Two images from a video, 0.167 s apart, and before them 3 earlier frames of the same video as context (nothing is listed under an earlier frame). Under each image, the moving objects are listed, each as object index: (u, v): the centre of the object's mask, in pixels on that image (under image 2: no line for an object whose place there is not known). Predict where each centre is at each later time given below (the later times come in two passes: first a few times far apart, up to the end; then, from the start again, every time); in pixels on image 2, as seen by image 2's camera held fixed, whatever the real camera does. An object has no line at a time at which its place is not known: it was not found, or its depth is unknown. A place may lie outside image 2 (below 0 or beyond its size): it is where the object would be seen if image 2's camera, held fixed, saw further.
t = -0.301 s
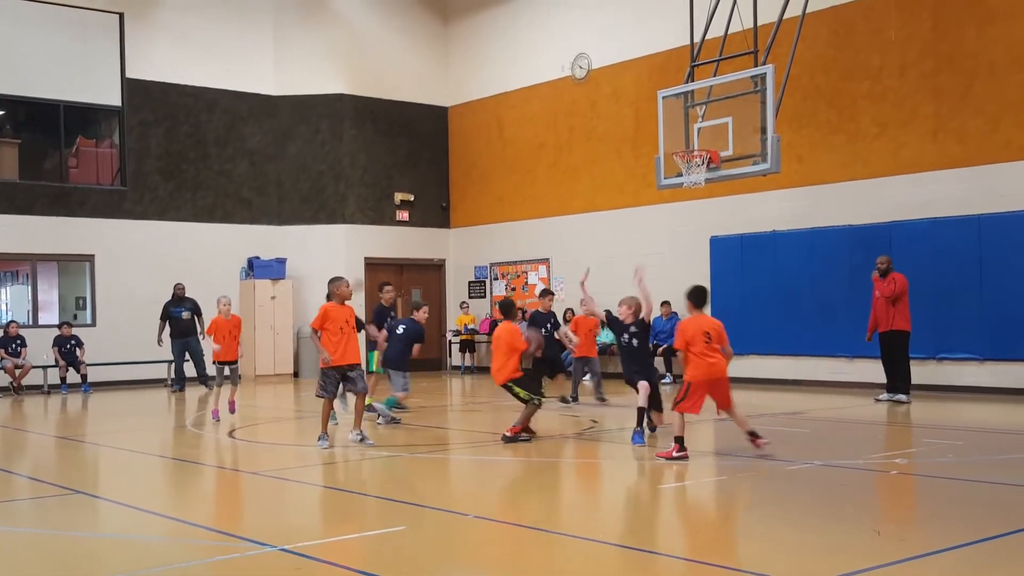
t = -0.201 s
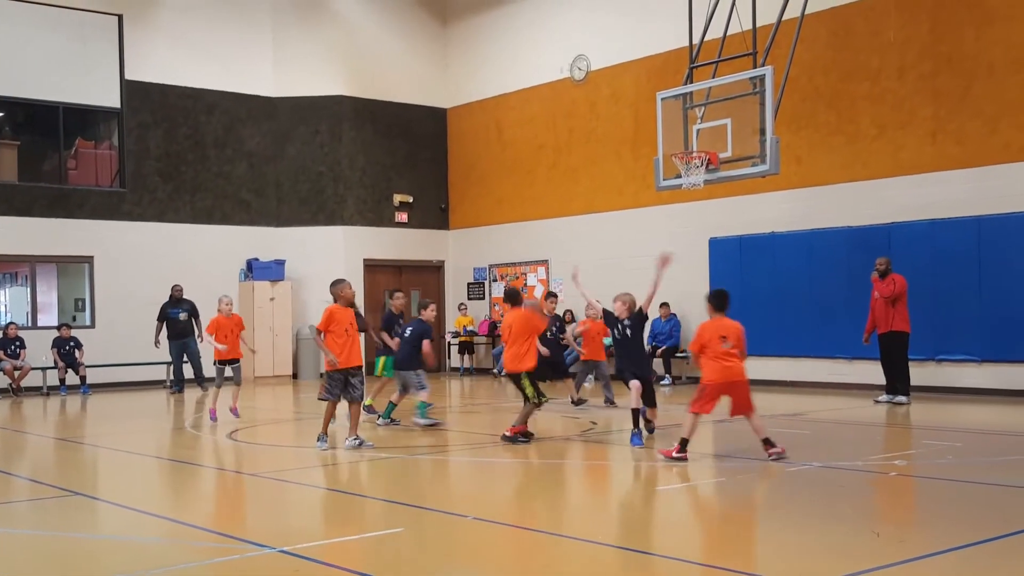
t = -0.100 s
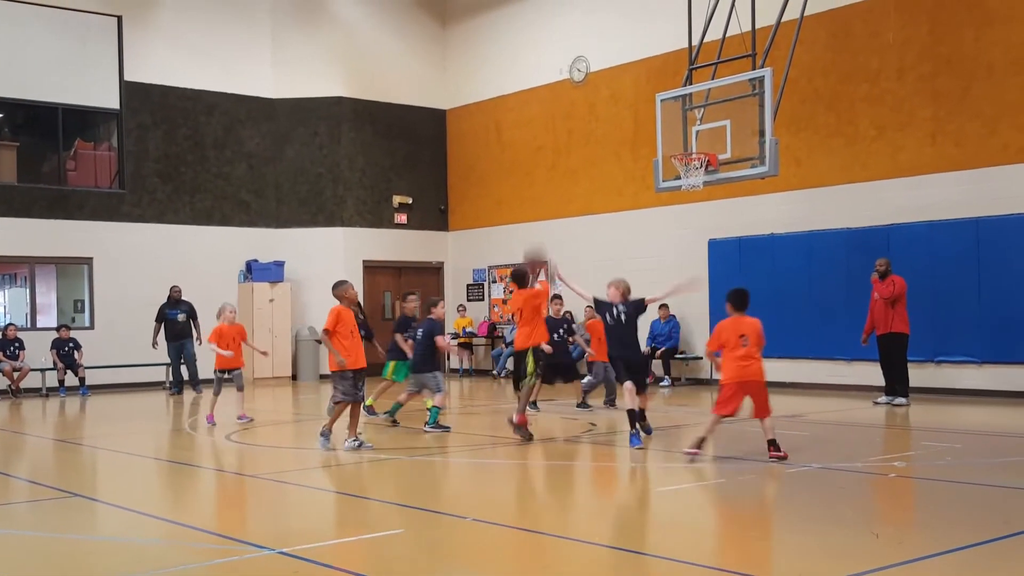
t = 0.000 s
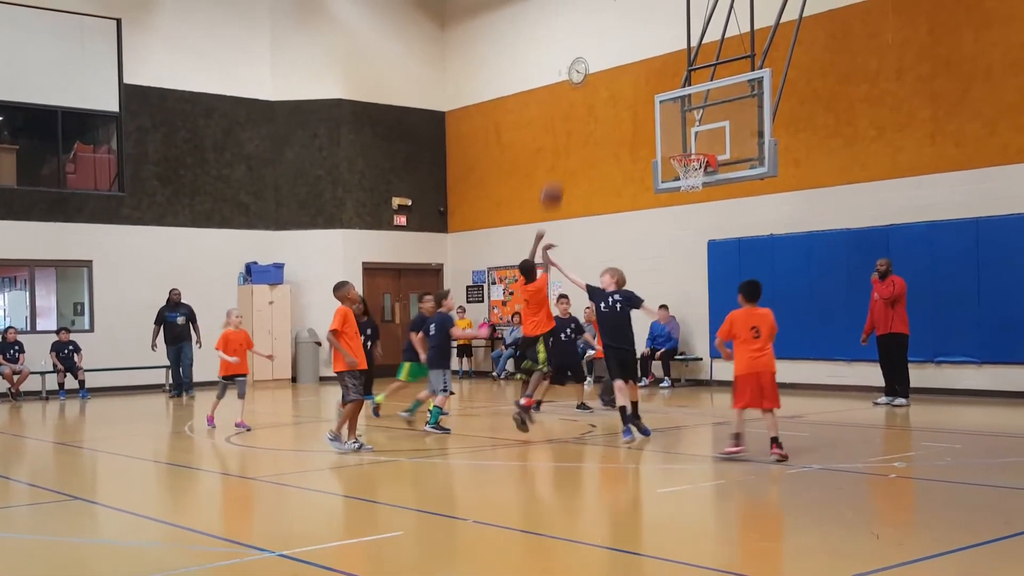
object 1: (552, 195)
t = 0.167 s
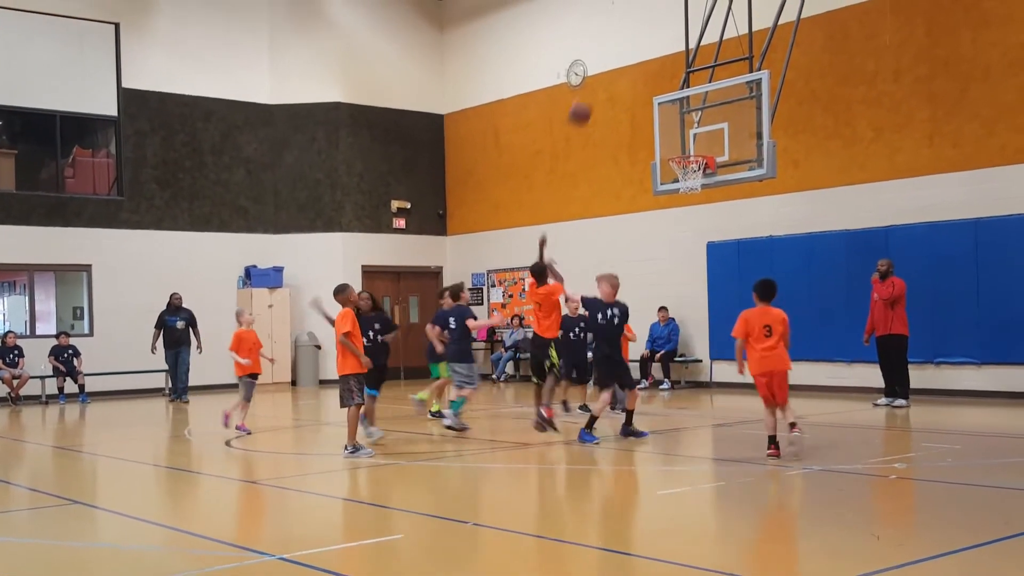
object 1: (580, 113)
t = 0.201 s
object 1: (586, 101)
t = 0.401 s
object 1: (618, 50)
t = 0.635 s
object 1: (651, 41)
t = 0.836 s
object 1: (677, 71)
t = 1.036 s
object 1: (699, 127)
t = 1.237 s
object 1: (690, 150)
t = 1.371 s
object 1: (704, 145)
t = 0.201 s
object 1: (586, 101)
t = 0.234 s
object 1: (591, 90)
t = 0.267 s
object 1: (597, 79)
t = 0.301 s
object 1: (602, 70)
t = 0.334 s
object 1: (607, 62)
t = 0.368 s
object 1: (613, 55)
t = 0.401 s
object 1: (618, 50)
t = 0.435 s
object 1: (623, 45)
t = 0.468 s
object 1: (628, 42)
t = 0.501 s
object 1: (632, 40)
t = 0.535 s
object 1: (637, 39)
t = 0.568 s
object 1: (642, 39)
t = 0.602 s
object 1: (647, 39)
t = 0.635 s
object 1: (651, 41)
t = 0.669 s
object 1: (656, 44)
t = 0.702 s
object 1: (661, 48)
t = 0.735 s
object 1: (665, 52)
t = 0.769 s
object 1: (669, 58)
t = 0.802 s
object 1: (673, 64)
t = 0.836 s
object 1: (677, 71)
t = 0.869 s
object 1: (681, 79)
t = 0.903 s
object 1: (685, 85)
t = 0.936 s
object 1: (690, 95)
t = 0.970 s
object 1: (694, 107)
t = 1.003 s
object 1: (698, 117)
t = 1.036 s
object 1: (699, 127)
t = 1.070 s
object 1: (691, 135)
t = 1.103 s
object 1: (684, 145)
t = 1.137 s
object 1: (679, 152)
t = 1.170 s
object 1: (679, 154)
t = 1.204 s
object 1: (684, 151)
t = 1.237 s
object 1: (690, 150)
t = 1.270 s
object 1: (697, 149)
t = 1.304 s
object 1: (701, 148)
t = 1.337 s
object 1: (703, 147)
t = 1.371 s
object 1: (704, 145)
